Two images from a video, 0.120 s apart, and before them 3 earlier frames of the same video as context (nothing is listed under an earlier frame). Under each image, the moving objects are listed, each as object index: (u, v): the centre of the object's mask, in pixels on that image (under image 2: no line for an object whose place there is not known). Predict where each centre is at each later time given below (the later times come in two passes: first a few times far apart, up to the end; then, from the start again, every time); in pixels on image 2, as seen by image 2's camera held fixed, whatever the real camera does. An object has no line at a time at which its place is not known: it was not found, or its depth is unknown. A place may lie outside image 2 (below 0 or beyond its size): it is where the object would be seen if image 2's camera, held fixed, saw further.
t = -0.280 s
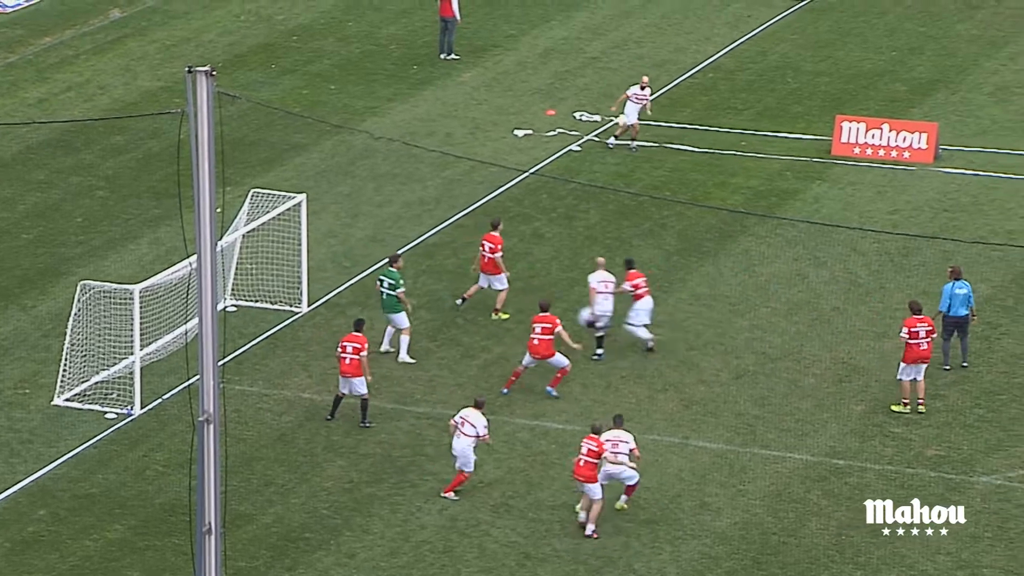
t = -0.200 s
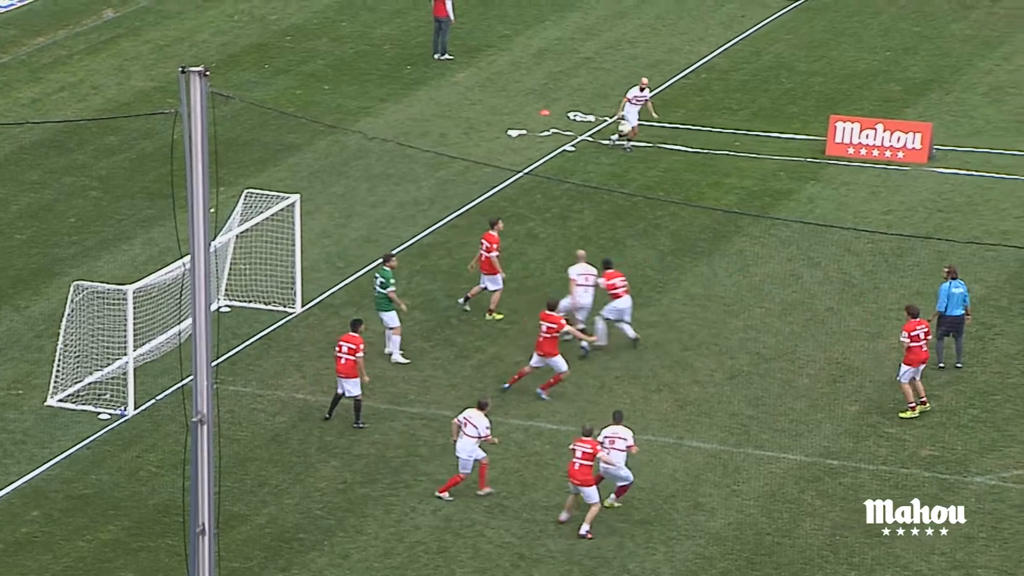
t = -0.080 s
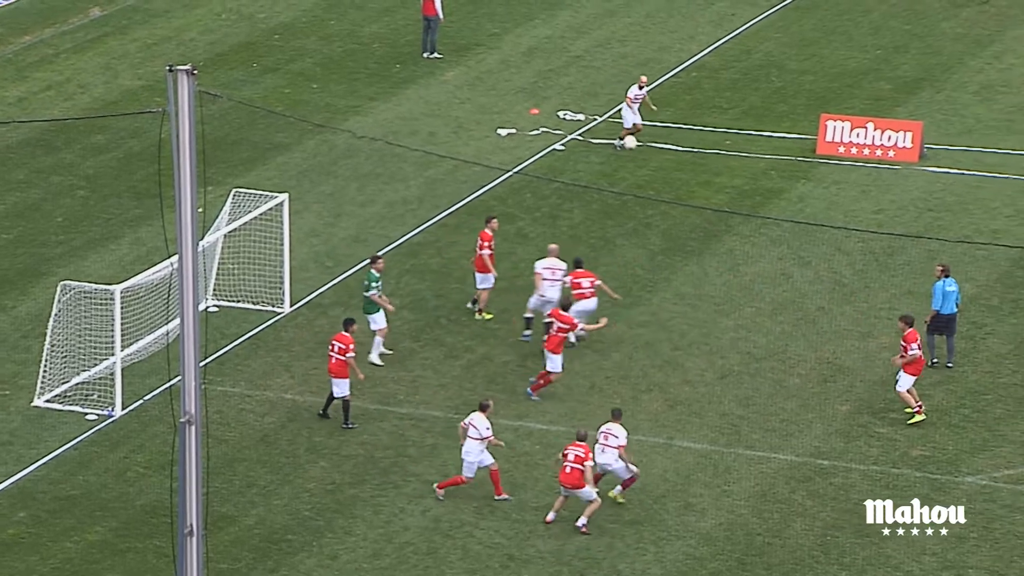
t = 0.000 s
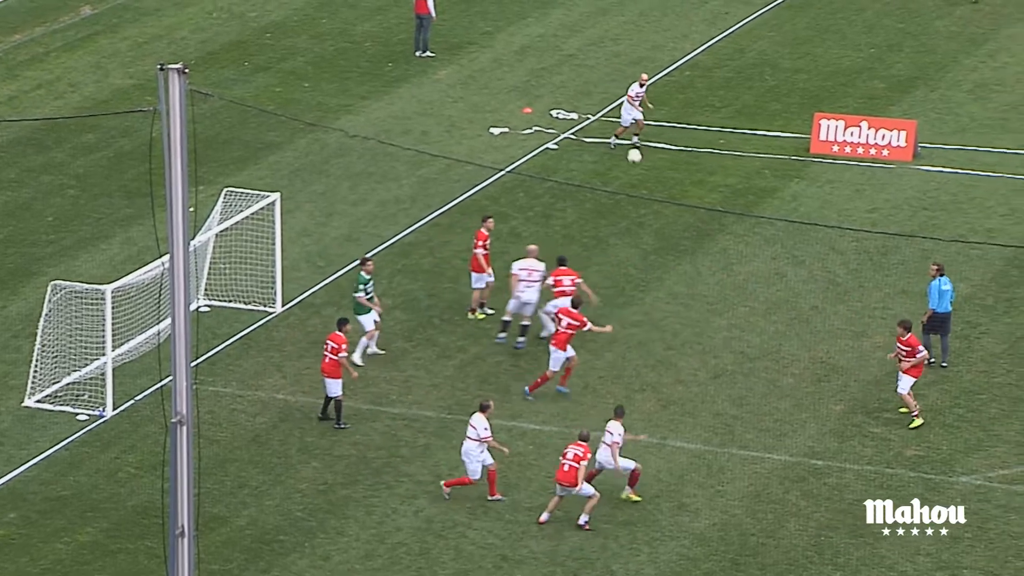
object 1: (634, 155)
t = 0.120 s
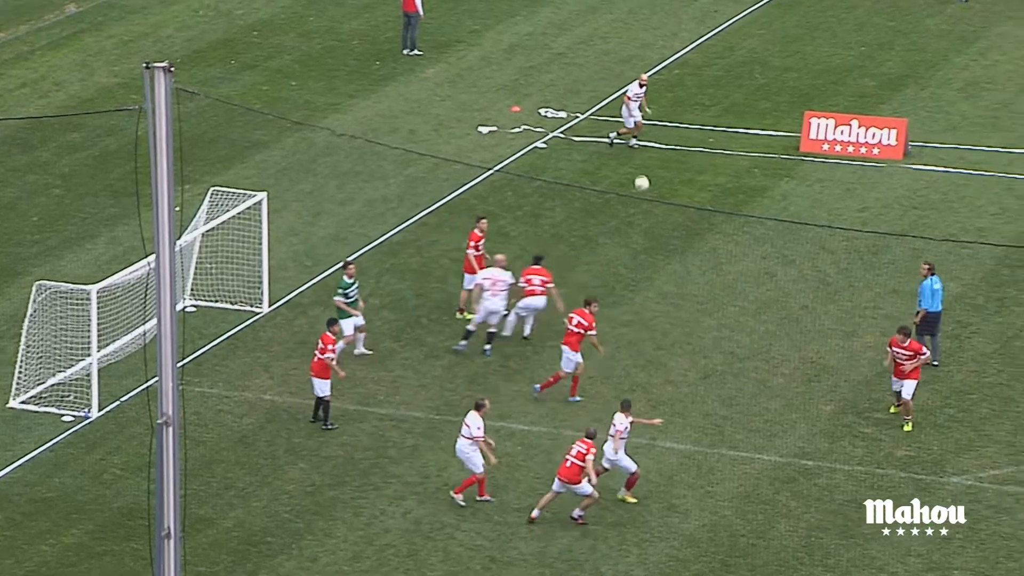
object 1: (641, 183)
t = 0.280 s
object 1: (670, 233)
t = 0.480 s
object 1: (710, 317)
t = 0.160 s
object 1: (648, 194)
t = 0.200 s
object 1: (655, 207)
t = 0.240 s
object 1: (662, 220)
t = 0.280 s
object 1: (670, 233)
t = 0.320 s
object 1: (677, 248)
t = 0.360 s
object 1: (685, 264)
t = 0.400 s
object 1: (693, 281)
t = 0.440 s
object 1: (701, 299)
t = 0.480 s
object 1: (710, 317)
